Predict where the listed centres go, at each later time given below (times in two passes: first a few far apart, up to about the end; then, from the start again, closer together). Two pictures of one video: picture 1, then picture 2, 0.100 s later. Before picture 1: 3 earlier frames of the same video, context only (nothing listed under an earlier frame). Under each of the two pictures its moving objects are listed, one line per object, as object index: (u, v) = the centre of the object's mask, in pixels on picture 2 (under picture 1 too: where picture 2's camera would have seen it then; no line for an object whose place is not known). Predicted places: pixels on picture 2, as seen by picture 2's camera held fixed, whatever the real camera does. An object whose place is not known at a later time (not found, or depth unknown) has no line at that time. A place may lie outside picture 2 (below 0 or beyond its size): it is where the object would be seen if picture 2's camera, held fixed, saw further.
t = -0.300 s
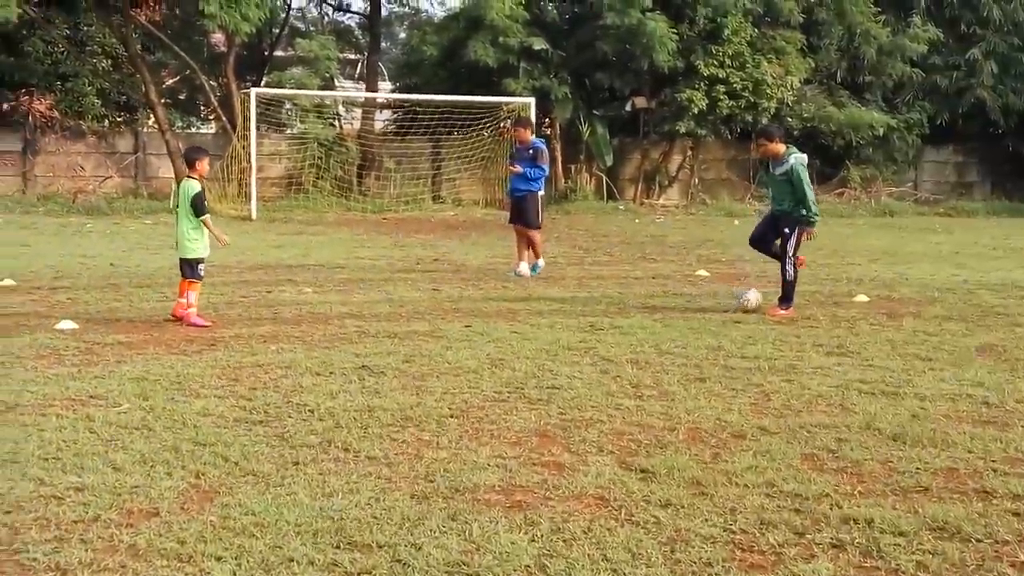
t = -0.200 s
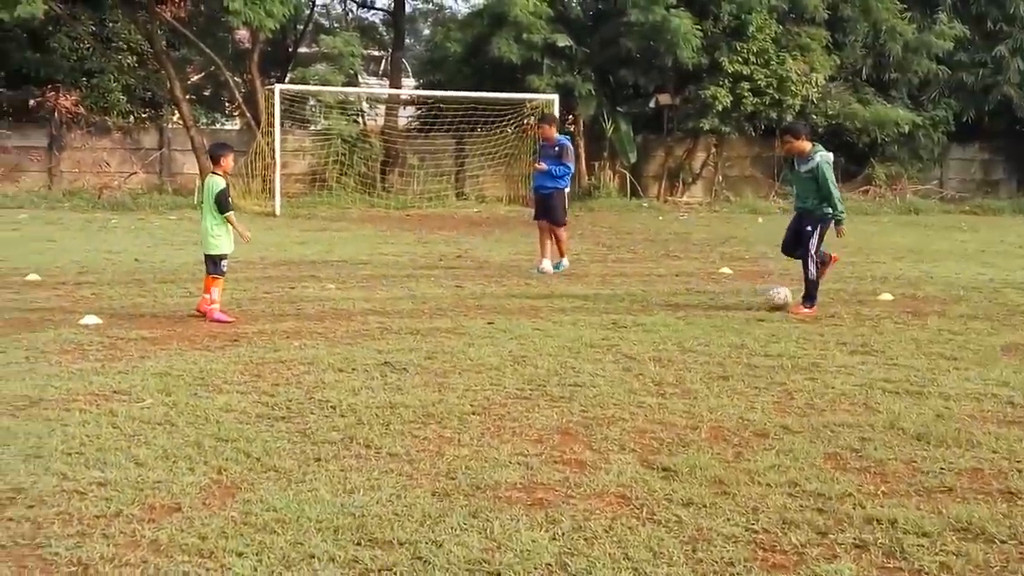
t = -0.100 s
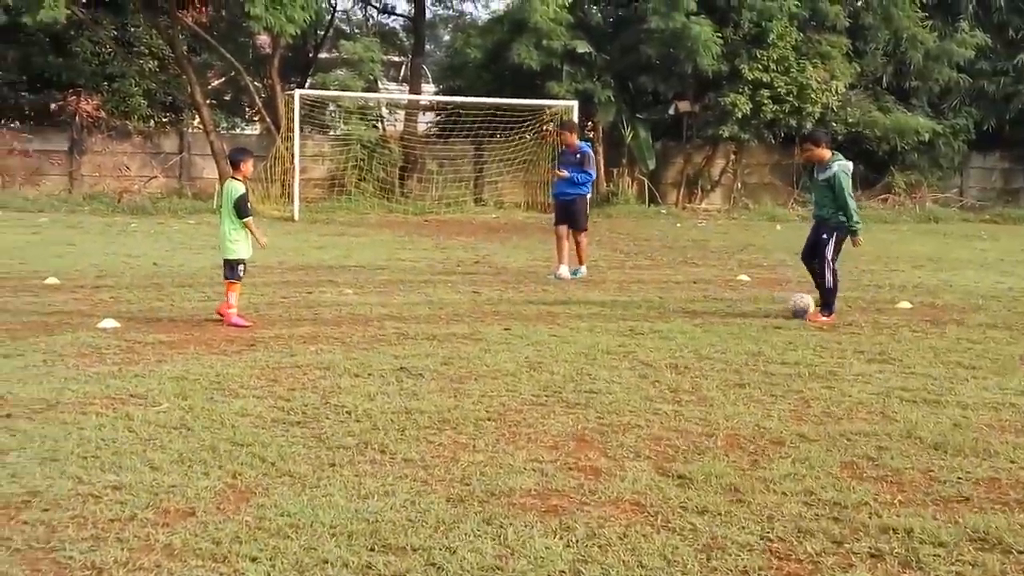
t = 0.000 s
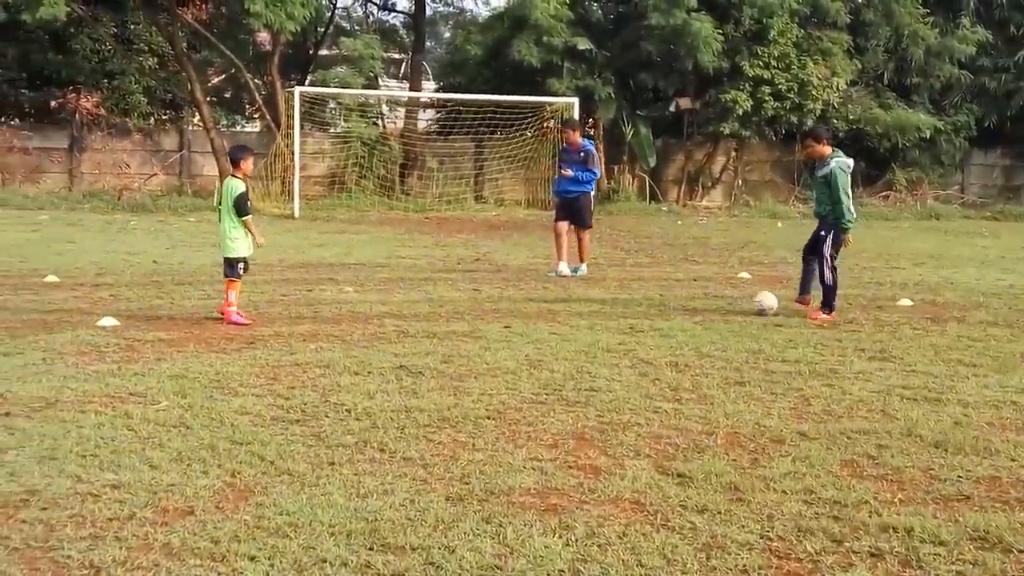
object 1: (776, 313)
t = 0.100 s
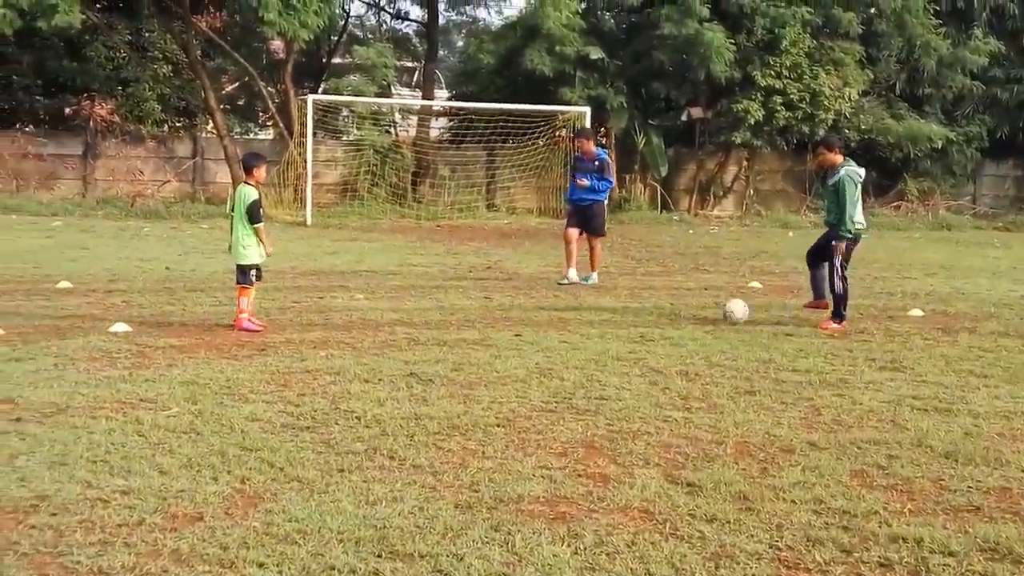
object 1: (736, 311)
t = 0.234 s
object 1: (690, 312)
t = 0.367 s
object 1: (651, 312)
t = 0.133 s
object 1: (723, 312)
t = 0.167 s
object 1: (711, 314)
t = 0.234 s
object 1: (690, 312)
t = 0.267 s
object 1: (681, 313)
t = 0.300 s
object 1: (671, 315)
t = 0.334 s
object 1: (662, 313)
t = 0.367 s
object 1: (651, 312)
